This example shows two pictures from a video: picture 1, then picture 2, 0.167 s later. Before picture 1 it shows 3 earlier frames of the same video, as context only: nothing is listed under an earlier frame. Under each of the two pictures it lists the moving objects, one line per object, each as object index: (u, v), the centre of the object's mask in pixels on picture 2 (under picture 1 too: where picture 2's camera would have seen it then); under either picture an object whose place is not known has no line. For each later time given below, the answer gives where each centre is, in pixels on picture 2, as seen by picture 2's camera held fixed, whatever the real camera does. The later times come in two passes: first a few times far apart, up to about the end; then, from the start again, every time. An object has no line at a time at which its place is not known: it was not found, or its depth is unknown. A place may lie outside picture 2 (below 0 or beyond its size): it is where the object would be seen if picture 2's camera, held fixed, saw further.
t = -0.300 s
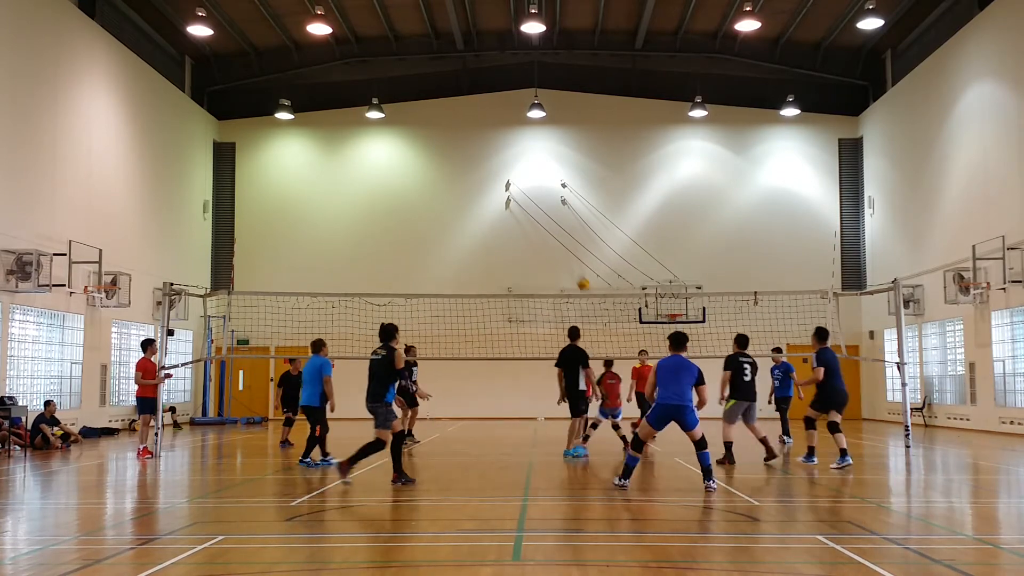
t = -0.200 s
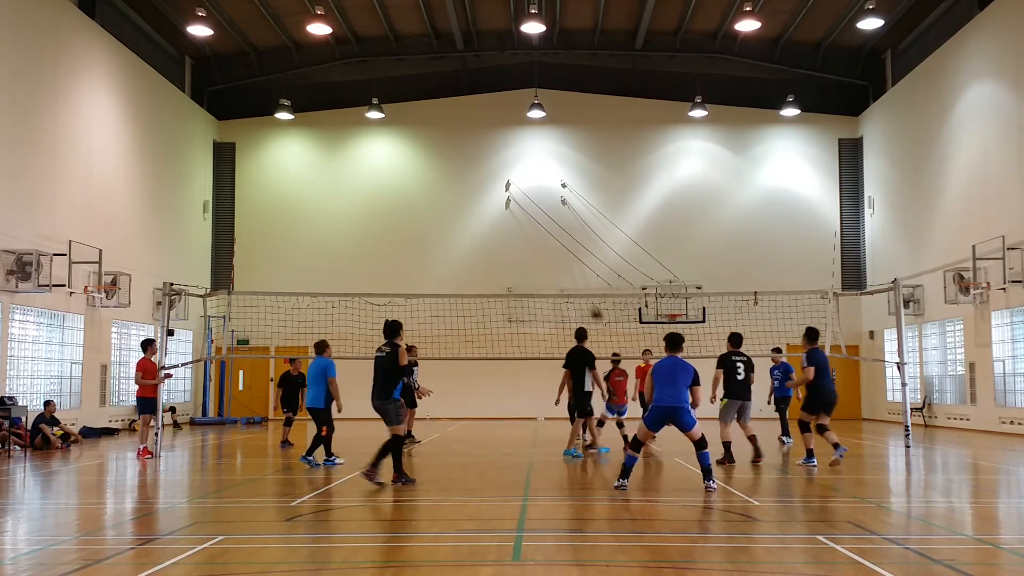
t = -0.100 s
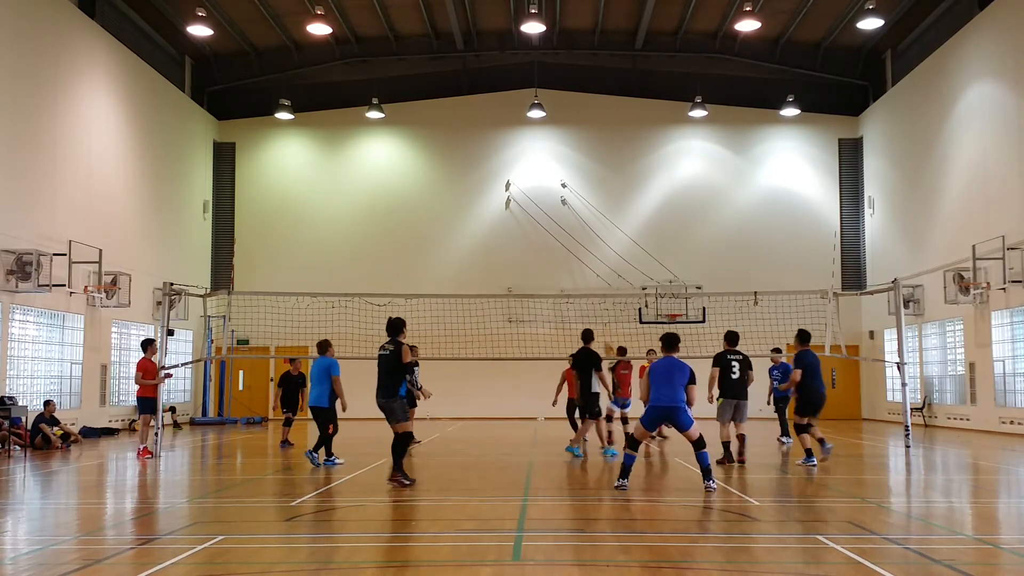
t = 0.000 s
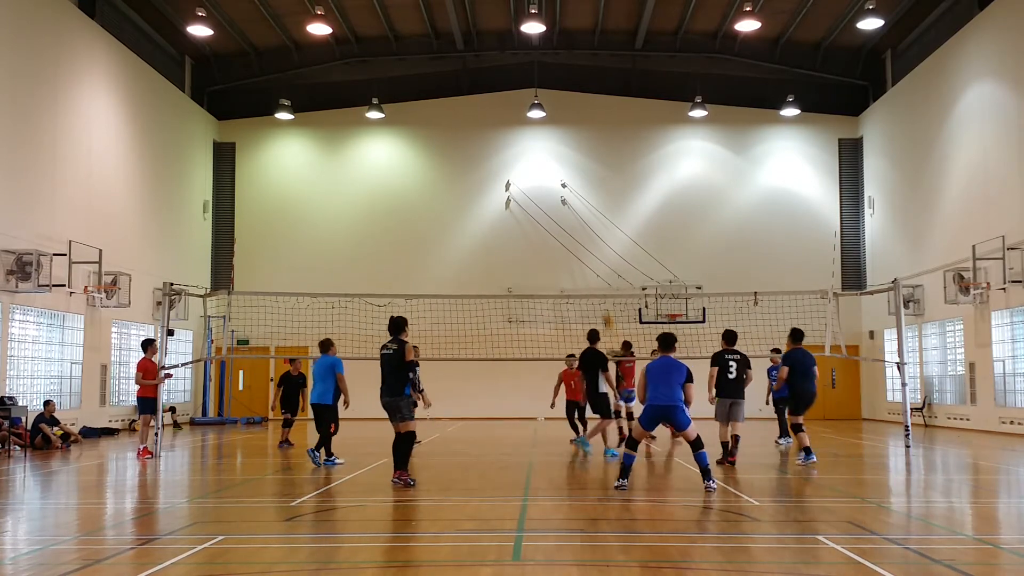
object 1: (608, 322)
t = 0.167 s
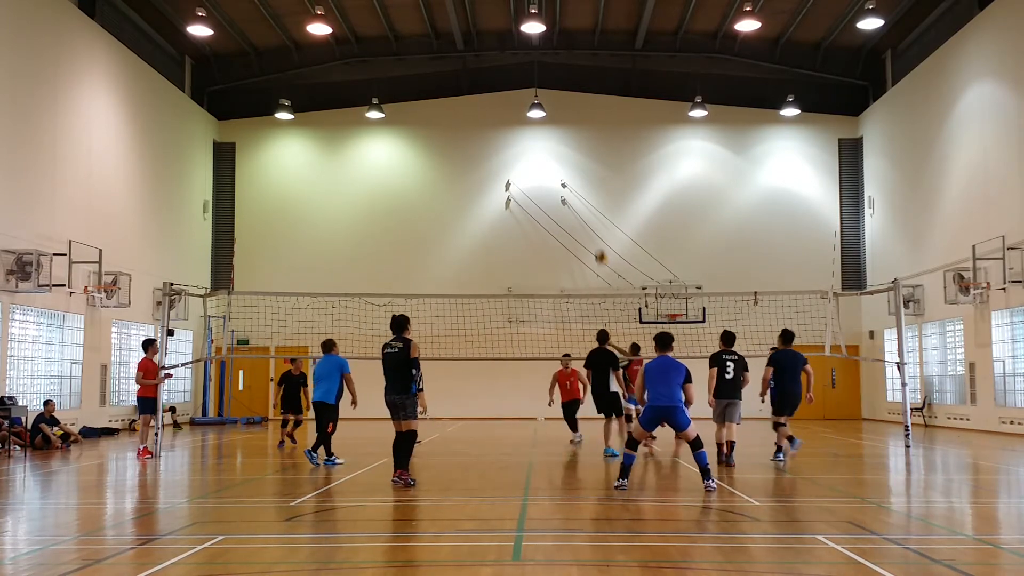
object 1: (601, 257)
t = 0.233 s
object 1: (598, 237)
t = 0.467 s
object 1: (589, 188)
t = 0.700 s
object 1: (579, 172)
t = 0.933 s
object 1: (571, 186)
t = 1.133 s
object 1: (564, 223)
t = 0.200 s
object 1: (599, 247)
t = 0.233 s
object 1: (598, 237)
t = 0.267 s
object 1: (597, 228)
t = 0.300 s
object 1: (595, 219)
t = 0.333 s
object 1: (594, 211)
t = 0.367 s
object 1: (593, 205)
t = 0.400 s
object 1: (592, 198)
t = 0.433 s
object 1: (590, 193)
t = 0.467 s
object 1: (589, 188)
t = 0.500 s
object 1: (588, 184)
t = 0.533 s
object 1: (586, 180)
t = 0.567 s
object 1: (585, 177)
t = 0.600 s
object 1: (583, 175)
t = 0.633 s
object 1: (582, 173)
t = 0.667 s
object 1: (581, 172)
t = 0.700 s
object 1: (579, 172)
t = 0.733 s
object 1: (578, 172)
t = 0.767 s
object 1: (577, 173)
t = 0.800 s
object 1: (576, 174)
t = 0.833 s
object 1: (575, 176)
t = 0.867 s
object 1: (573, 179)
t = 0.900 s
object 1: (572, 182)
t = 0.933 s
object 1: (571, 186)
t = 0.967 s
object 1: (570, 191)
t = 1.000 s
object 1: (568, 196)
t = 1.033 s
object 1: (567, 202)
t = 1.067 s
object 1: (566, 209)
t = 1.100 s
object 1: (565, 216)
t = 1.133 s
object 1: (564, 223)
